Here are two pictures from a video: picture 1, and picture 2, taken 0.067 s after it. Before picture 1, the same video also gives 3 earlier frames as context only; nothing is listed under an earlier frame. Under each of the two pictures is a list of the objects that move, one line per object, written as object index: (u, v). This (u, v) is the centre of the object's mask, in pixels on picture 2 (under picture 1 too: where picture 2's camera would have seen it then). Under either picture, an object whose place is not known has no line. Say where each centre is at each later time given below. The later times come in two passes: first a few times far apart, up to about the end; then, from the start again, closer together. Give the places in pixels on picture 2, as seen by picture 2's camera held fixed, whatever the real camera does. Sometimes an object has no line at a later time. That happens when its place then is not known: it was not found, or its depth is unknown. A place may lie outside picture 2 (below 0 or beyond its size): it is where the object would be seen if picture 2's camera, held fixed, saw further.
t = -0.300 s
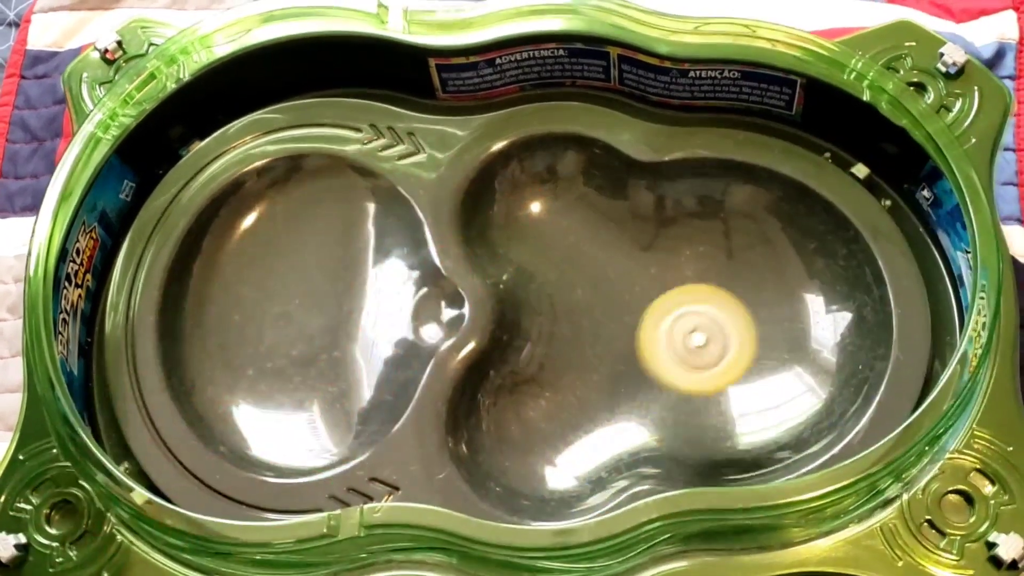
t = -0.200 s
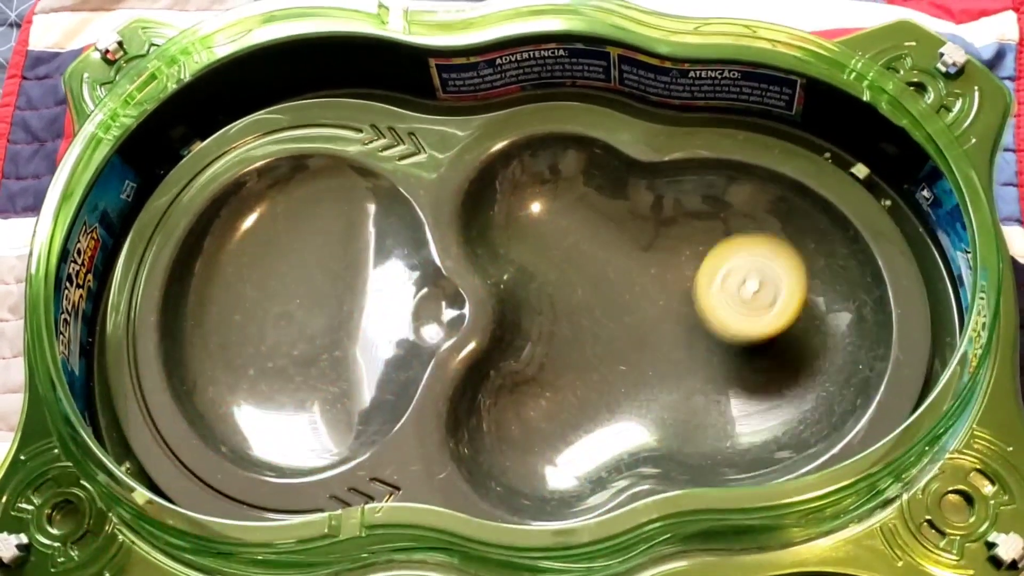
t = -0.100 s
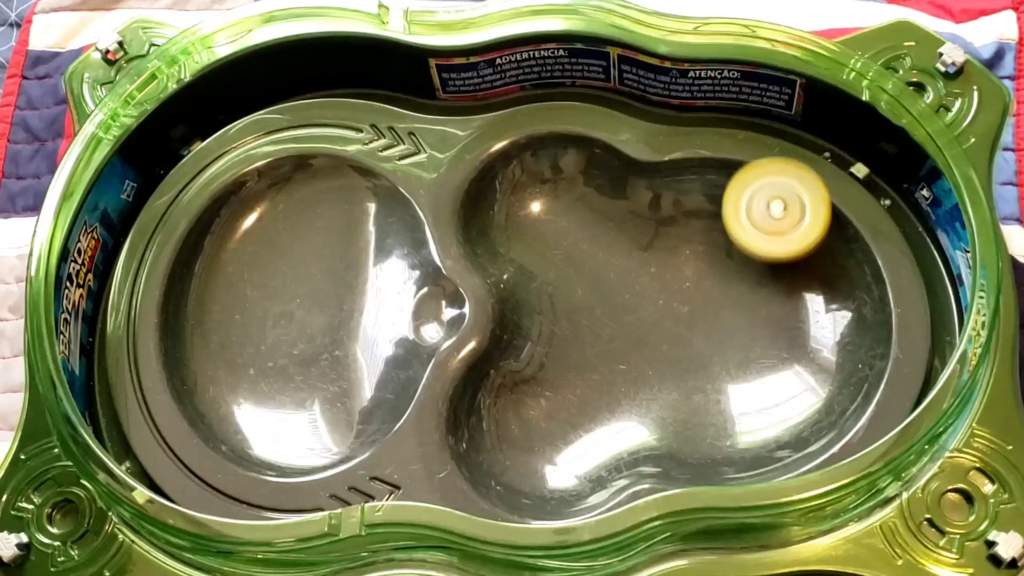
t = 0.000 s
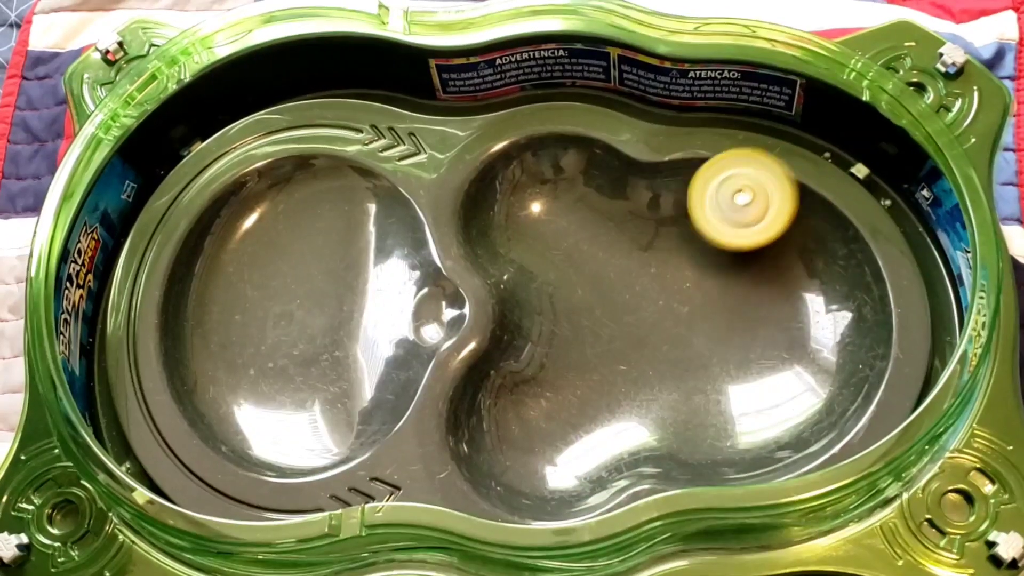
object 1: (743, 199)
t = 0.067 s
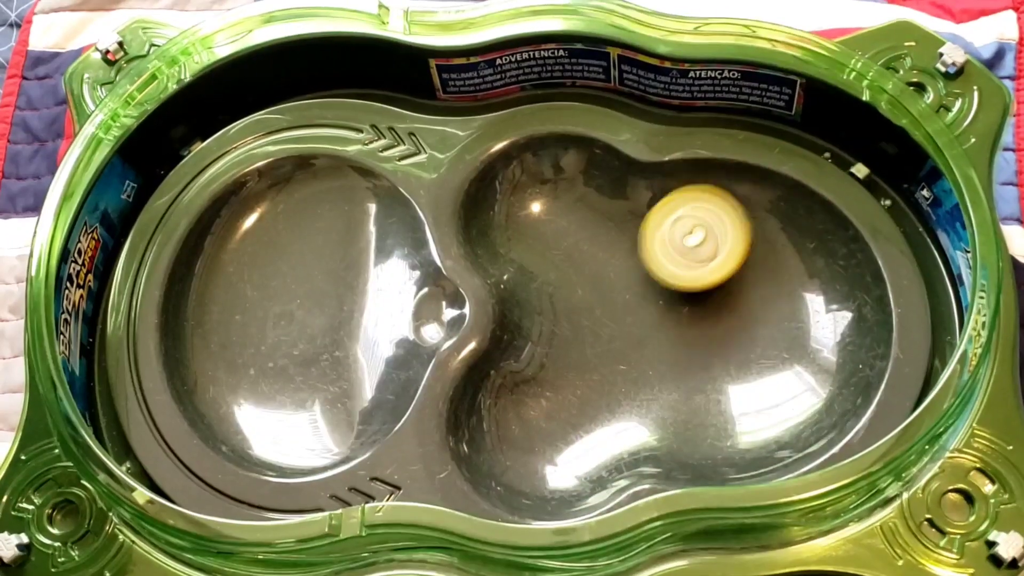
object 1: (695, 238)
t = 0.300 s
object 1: (604, 413)
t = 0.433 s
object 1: (602, 417)
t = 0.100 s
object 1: (667, 263)
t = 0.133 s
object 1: (643, 287)
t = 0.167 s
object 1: (625, 308)
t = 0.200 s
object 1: (611, 331)
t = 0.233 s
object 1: (603, 357)
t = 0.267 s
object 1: (600, 386)
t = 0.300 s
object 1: (604, 413)
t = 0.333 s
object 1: (609, 430)
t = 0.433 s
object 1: (602, 417)
